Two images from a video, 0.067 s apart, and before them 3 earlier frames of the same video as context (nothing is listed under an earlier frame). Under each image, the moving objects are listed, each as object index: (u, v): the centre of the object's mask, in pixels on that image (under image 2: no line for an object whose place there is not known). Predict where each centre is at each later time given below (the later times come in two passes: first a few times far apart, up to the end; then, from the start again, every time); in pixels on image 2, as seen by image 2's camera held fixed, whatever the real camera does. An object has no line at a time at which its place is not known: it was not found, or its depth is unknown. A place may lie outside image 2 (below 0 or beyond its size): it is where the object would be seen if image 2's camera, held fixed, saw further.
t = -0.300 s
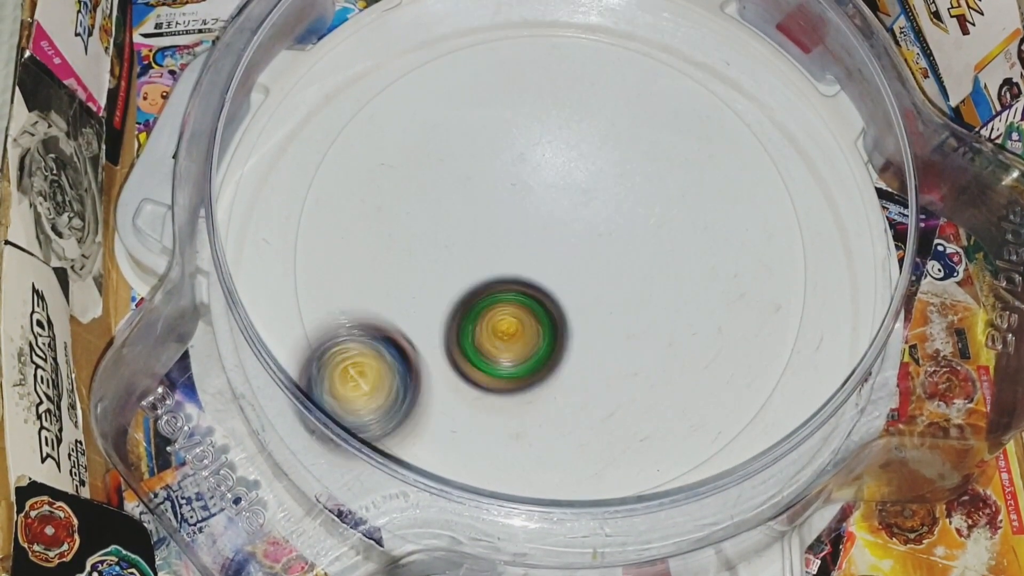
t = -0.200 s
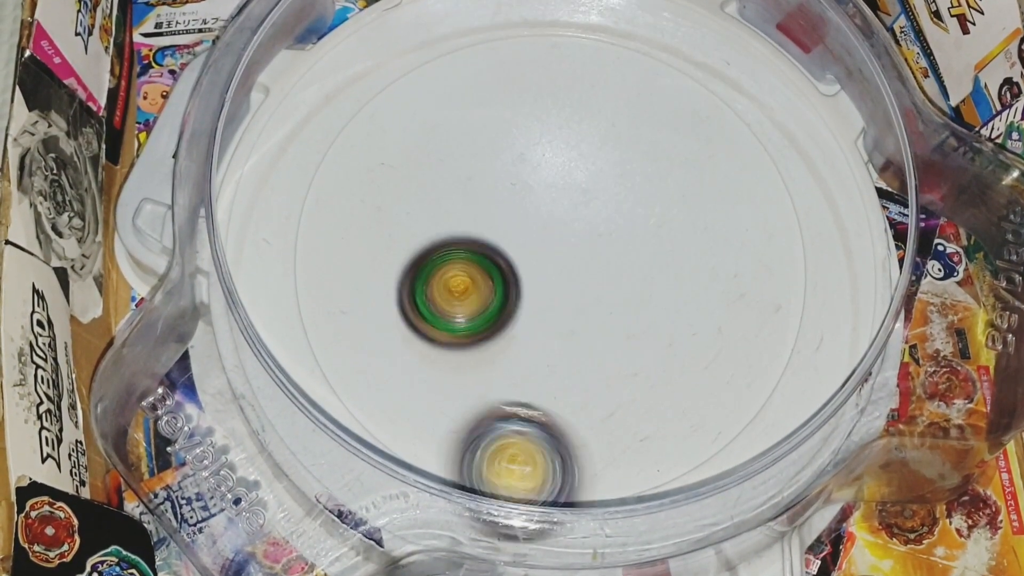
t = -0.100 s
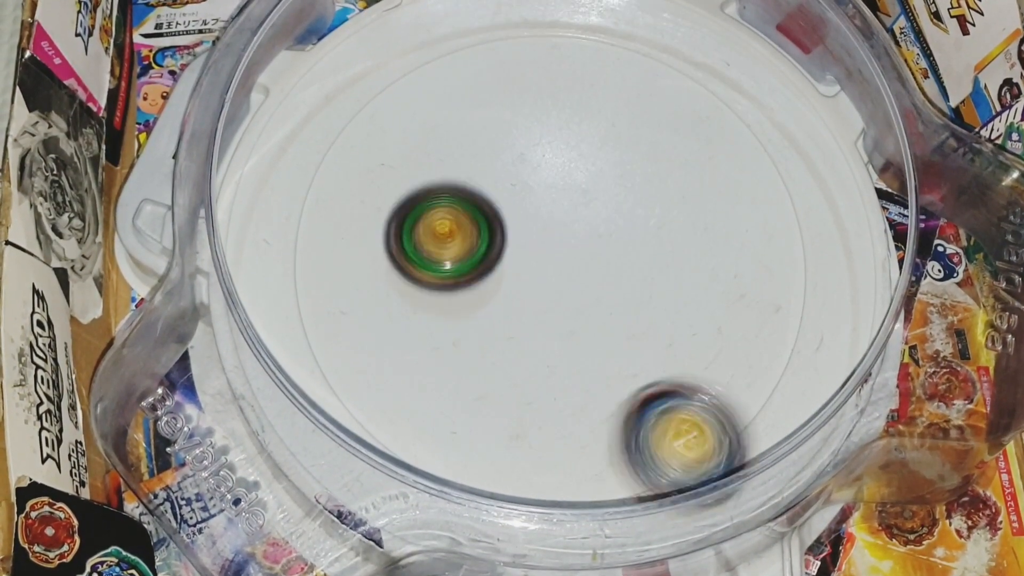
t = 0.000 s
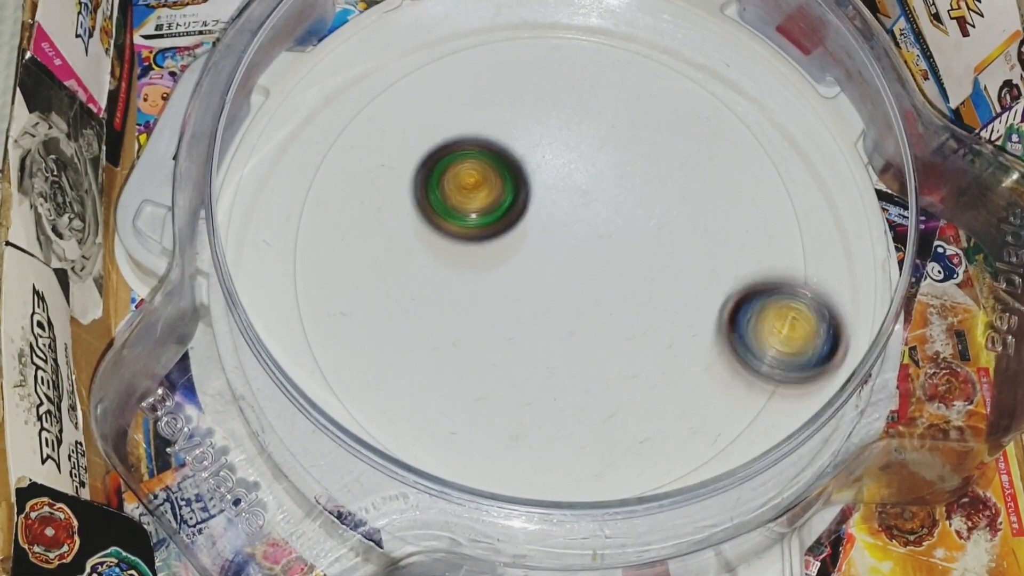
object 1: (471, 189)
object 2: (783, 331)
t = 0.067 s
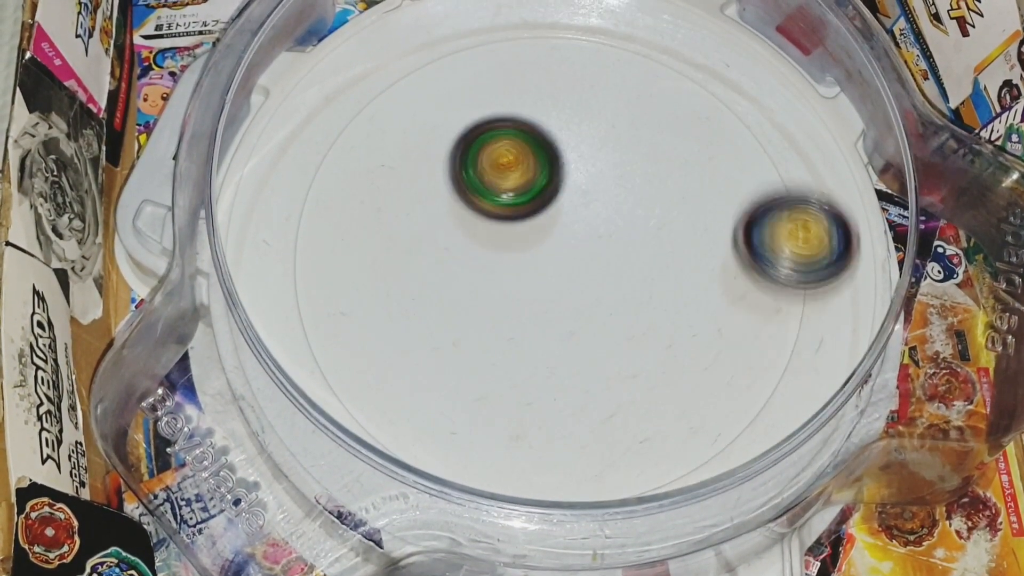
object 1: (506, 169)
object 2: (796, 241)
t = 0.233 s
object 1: (617, 181)
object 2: (661, 55)
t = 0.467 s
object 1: (651, 314)
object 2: (337, 140)
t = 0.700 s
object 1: (490, 337)
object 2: (460, 443)
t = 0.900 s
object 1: (441, 228)
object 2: (750, 384)
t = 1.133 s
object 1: (560, 162)
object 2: (722, 107)
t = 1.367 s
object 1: (655, 259)
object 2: (397, 75)
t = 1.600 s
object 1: (548, 334)
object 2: (369, 384)
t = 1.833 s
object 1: (451, 249)
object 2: (713, 418)
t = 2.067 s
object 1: (528, 187)
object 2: (750, 154)
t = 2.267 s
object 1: (616, 226)
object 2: (512, 60)
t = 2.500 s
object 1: (578, 309)
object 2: (330, 281)
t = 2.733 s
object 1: (494, 282)
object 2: (596, 458)
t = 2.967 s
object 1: (501, 216)
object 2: (778, 268)
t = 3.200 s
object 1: (593, 225)
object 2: (589, 80)
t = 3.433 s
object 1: (576, 300)
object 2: (361, 214)
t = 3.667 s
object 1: (490, 296)
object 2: (496, 440)
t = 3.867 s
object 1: (484, 234)
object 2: (712, 377)
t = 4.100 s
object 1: (560, 218)
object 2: (678, 157)
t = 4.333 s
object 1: (579, 289)
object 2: (449, 140)
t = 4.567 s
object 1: (549, 300)
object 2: (371, 342)
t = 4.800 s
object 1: (670, 252)
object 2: (488, 420)
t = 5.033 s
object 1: (679, 228)
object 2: (612, 386)
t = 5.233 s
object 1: (656, 184)
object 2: (588, 287)
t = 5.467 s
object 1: (621, 192)
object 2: (451, 277)
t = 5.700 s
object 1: (567, 251)
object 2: (465, 349)
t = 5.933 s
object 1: (599, 173)
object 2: (541, 447)
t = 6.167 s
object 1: (609, 165)
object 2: (636, 334)
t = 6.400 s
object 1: (600, 125)
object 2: (558, 248)
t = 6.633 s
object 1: (585, 155)
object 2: (444, 243)
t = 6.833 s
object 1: (555, 192)
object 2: (439, 319)
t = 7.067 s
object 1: (513, 213)
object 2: (530, 327)
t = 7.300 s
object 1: (458, 171)
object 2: (580, 258)
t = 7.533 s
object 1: (445, 138)
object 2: (554, 192)
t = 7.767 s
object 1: (421, 137)
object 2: (559, 207)
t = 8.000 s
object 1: (447, 197)
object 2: (568, 241)
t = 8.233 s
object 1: (457, 259)
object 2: (597, 233)
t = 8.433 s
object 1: (466, 306)
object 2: (586, 216)
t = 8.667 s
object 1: (485, 332)
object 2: (576, 247)
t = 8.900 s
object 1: (471, 350)
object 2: (600, 258)
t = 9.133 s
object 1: (502, 324)
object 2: (604, 249)
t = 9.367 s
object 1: (509, 338)
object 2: (585, 230)
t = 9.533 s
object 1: (521, 374)
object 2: (560, 203)
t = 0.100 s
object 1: (527, 164)
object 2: (787, 196)
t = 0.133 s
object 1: (551, 163)
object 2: (768, 154)
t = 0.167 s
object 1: (573, 165)
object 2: (741, 116)
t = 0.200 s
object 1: (596, 172)
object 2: (706, 82)
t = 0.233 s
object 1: (617, 181)
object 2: (661, 55)
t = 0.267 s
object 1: (635, 195)
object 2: (613, 41)
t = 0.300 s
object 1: (650, 212)
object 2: (561, 36)
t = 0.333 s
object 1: (662, 231)
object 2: (509, 38)
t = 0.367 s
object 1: (669, 252)
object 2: (458, 46)
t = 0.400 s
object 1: (668, 274)
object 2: (412, 66)
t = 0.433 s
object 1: (662, 295)
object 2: (370, 98)
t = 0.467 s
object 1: (651, 314)
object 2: (337, 140)
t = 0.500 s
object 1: (633, 330)
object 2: (315, 185)
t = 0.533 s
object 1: (611, 343)
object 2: (308, 238)
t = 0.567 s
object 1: (587, 351)
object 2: (313, 290)
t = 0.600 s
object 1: (562, 354)
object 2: (332, 339)
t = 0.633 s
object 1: (536, 353)
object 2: (366, 381)
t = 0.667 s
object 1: (512, 347)
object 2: (409, 415)
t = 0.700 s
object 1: (490, 337)
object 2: (460, 443)
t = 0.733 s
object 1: (472, 324)
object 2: (512, 458)
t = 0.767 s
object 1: (457, 307)
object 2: (567, 462)
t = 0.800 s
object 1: (446, 288)
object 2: (621, 456)
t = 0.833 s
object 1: (440, 269)
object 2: (672, 441)
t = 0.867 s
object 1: (438, 249)
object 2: (716, 417)
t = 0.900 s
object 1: (441, 228)
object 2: (750, 384)
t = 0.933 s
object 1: (448, 210)
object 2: (774, 345)
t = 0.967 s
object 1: (459, 194)
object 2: (788, 305)
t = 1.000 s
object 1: (474, 181)
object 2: (792, 262)
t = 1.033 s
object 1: (493, 171)
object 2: (788, 220)
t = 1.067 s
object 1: (514, 164)
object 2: (774, 178)
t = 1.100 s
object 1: (537, 161)
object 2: (752, 140)
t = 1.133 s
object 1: (560, 162)
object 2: (722, 107)
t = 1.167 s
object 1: (583, 167)
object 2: (685, 79)
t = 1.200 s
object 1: (603, 175)
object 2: (640, 57)
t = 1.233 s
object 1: (620, 187)
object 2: (593, 44)
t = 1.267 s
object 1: (635, 202)
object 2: (544, 40)
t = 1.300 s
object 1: (646, 220)
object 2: (495, 42)
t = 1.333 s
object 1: (653, 239)
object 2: (444, 53)
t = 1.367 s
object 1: (655, 259)
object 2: (397, 75)
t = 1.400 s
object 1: (650, 278)
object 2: (359, 112)
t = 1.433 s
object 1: (641, 296)
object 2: (331, 152)
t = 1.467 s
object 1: (627, 312)
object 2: (313, 198)
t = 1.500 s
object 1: (609, 323)
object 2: (308, 248)
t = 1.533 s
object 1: (590, 331)
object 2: (314, 296)
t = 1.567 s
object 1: (569, 334)
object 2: (335, 344)
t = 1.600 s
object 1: (548, 334)
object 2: (369, 384)
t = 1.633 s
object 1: (527, 330)
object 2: (413, 418)
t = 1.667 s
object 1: (508, 321)
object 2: (464, 444)
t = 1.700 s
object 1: (490, 310)
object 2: (518, 459)
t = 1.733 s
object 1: (475, 297)
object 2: (573, 462)
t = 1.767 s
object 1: (463, 282)
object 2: (626, 455)
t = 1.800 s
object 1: (455, 265)
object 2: (673, 441)
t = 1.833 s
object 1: (451, 249)
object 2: (713, 418)
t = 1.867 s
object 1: (451, 233)
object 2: (747, 387)
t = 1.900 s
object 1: (455, 220)
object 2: (770, 352)
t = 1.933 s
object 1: (463, 209)
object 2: (783, 312)
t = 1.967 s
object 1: (475, 200)
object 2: (787, 271)
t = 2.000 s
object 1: (491, 193)
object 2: (783, 229)
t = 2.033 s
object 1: (509, 188)
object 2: (770, 190)
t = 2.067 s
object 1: (528, 187)
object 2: (750, 154)
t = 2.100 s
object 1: (548, 188)
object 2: (721, 122)
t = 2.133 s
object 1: (567, 192)
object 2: (686, 96)
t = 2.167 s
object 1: (584, 197)
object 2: (646, 76)
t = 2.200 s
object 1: (599, 205)
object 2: (602, 63)
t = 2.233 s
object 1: (609, 214)
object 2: (558, 58)
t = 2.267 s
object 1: (616, 226)
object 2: (512, 60)
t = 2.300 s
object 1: (620, 241)
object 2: (469, 71)
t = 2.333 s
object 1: (620, 256)
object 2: (429, 89)
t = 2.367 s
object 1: (616, 270)
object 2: (394, 115)
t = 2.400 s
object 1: (610, 283)
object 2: (363, 150)
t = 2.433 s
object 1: (601, 294)
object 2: (341, 191)
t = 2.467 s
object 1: (590, 303)
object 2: (330, 235)
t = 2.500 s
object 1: (578, 309)
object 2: (330, 281)
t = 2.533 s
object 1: (564, 313)
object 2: (344, 330)
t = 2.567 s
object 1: (550, 313)
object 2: (368, 373)
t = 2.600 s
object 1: (536, 311)
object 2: (406, 410)
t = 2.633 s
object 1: (523, 306)
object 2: (450, 438)
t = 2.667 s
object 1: (511, 299)
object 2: (498, 453)
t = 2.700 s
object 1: (502, 291)
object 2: (547, 460)
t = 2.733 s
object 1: (494, 282)
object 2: (596, 458)
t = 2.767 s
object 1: (488, 271)
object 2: (643, 449)
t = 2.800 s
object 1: (484, 260)
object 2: (684, 433)
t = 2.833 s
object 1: (483, 250)
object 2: (720, 410)
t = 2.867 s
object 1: (484, 241)
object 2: (749, 381)
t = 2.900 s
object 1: (487, 231)
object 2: (767, 346)
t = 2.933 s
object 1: (492, 223)
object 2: (776, 308)
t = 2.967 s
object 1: (501, 216)
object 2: (778, 268)
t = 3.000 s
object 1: (512, 212)
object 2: (771, 228)
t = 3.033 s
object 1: (525, 209)
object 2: (756, 192)
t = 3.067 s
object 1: (539, 208)
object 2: (734, 159)
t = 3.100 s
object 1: (554, 209)
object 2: (706, 131)
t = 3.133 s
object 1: (568, 212)
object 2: (670, 108)
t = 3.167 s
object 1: (582, 217)
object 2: (631, 91)
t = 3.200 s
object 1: (593, 225)
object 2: (589, 80)
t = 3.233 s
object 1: (601, 234)
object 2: (548, 78)
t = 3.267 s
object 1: (605, 245)
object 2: (506, 85)
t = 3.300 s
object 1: (606, 256)
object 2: (468, 97)
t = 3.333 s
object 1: (603, 268)
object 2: (432, 117)
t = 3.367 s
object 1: (596, 279)
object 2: (402, 144)
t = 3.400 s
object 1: (587, 291)
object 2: (378, 177)
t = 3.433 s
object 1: (576, 300)
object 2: (361, 214)
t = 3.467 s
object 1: (563, 308)
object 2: (353, 253)
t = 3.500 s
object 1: (549, 312)
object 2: (355, 294)
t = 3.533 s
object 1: (535, 314)
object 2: (367, 332)
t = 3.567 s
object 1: (522, 313)
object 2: (388, 370)
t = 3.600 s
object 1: (510, 310)
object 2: (419, 402)
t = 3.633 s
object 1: (499, 304)
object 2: (456, 424)
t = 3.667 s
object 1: (490, 296)
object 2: (496, 440)
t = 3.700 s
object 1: (483, 286)
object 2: (536, 449)
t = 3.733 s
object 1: (478, 275)
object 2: (576, 449)
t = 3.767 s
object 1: (476, 264)
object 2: (618, 441)
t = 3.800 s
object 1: (476, 254)
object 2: (656, 426)
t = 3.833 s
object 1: (479, 244)
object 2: (688, 403)
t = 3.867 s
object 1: (484, 234)
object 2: (712, 377)
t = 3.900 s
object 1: (491, 225)
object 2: (730, 345)
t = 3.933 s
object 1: (501, 218)
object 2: (740, 312)
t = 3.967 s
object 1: (512, 213)
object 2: (743, 278)
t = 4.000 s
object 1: (524, 210)
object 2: (737, 242)
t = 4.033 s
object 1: (537, 210)
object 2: (724, 211)
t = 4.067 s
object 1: (549, 212)
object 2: (704, 182)
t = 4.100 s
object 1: (560, 218)
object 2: (678, 157)
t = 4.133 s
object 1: (570, 226)
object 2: (649, 137)
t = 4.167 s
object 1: (578, 235)
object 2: (616, 124)
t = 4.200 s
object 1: (584, 245)
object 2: (581, 116)
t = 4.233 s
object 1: (586, 257)
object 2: (546, 113)
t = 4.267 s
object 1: (586, 268)
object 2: (511, 117)
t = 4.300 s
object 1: (583, 279)
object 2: (479, 125)
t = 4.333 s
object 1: (579, 289)
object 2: (449, 140)
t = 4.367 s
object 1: (572, 298)
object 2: (424, 160)
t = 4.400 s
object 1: (564, 305)
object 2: (402, 185)
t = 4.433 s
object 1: (555, 310)
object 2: (387, 214)
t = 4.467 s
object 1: (544, 313)
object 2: (381, 246)
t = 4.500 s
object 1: (534, 312)
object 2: (381, 279)
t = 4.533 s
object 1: (523, 309)
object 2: (391, 312)
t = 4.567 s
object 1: (549, 300)
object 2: (371, 342)
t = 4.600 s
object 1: (582, 289)
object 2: (353, 369)
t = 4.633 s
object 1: (610, 277)
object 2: (364, 379)
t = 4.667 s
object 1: (633, 267)
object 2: (381, 391)
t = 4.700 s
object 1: (649, 257)
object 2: (404, 400)
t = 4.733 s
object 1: (661, 252)
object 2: (430, 410)
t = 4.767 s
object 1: (667, 250)
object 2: (459, 417)
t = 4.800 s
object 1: (670, 252)
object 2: (488, 420)
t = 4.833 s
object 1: (670, 256)
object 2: (518, 420)
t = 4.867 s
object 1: (670, 261)
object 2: (545, 416)
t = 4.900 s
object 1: (668, 267)
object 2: (571, 406)
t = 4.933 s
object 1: (666, 272)
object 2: (594, 394)
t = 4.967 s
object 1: (665, 273)
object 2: (610, 384)
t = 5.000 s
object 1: (674, 248)
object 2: (612, 388)
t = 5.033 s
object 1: (679, 228)
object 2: (612, 386)
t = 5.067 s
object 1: (682, 210)
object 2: (612, 377)
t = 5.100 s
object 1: (680, 198)
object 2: (611, 362)
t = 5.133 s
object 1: (677, 189)
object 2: (608, 344)
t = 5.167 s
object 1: (671, 184)
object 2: (604, 325)
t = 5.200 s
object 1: (664, 183)
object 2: (598, 306)
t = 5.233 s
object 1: (656, 184)
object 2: (588, 287)
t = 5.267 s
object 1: (649, 183)
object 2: (571, 275)
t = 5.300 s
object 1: (647, 177)
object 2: (548, 272)
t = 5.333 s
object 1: (644, 175)
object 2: (526, 270)
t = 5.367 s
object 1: (640, 176)
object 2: (503, 269)
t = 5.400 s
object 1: (634, 179)
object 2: (483, 270)
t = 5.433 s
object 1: (628, 185)
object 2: (465, 273)
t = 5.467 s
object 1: (621, 192)
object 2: (451, 277)
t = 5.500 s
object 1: (612, 200)
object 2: (441, 283)
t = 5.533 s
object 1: (604, 209)
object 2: (435, 292)
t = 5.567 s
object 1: (596, 218)
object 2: (433, 302)
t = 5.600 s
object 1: (588, 227)
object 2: (436, 314)
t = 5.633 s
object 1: (581, 236)
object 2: (442, 326)
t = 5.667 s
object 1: (574, 245)
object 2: (451, 338)
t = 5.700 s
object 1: (567, 251)
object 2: (465, 349)
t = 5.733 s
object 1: (561, 257)
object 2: (479, 357)
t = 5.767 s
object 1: (556, 261)
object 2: (494, 365)
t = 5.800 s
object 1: (569, 237)
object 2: (494, 400)
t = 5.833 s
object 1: (580, 215)
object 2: (497, 426)
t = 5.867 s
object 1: (588, 196)
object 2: (507, 440)
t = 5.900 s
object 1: (595, 182)
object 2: (521, 446)
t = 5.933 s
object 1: (599, 173)
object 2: (541, 447)
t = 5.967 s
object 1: (601, 168)
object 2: (562, 443)
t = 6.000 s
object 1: (604, 166)
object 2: (582, 433)
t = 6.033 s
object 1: (606, 165)
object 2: (601, 418)
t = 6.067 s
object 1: (607, 165)
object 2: (617, 400)
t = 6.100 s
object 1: (608, 165)
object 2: (628, 380)
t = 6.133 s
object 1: (609, 165)
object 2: (634, 357)
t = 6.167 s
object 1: (609, 165)
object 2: (636, 334)
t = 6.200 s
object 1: (610, 165)
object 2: (633, 310)
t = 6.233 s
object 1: (610, 166)
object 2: (626, 288)
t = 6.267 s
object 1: (608, 159)
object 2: (616, 276)
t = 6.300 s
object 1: (605, 143)
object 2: (605, 272)
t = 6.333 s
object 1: (602, 133)
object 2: (591, 265)
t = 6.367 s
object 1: (601, 127)
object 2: (574, 257)
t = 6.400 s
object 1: (600, 125)
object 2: (558, 248)
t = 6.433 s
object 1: (599, 126)
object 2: (541, 241)
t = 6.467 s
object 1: (599, 128)
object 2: (523, 236)
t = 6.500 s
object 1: (597, 132)
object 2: (505, 233)
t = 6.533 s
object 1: (595, 137)
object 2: (489, 232)
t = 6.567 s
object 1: (592, 143)
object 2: (473, 233)
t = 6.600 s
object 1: (589, 149)
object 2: (458, 237)
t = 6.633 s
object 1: (585, 155)
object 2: (444, 243)
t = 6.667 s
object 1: (581, 162)
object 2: (434, 253)
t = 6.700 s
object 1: (576, 168)
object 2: (428, 263)
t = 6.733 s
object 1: (572, 175)
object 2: (424, 276)
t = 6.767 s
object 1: (567, 180)
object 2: (426, 291)
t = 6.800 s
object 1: (561, 186)
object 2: (431, 305)
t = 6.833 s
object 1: (555, 192)
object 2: (439, 319)
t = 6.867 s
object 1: (549, 197)
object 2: (449, 331)
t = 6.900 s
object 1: (543, 201)
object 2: (461, 340)
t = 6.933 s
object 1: (537, 205)
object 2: (475, 345)
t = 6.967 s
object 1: (531, 208)
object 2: (488, 346)
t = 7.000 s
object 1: (525, 210)
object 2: (503, 343)
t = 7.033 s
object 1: (519, 212)
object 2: (518, 336)
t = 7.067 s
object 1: (513, 213)
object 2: (530, 327)
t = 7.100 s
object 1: (505, 208)
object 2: (542, 321)
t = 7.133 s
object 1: (498, 201)
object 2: (553, 313)
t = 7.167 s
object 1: (491, 196)
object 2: (561, 302)
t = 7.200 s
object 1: (486, 192)
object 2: (567, 289)
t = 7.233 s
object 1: (480, 188)
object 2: (569, 275)
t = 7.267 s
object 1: (474, 184)
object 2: (571, 263)
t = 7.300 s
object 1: (458, 171)
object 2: (580, 258)
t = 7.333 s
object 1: (446, 161)
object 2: (586, 250)
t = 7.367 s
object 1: (440, 153)
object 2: (587, 240)
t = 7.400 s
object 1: (437, 147)
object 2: (585, 230)
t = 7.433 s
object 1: (436, 143)
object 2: (581, 219)
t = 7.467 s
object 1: (438, 139)
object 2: (573, 209)
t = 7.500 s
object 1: (441, 138)
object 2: (563, 199)
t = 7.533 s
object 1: (445, 138)
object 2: (554, 192)
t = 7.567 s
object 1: (441, 135)
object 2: (551, 190)
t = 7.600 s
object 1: (438, 133)
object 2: (548, 189)
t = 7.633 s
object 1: (433, 131)
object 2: (550, 191)
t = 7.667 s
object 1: (425, 128)
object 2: (556, 197)
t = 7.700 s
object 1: (421, 129)
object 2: (558, 201)
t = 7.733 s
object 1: (421, 132)
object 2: (559, 204)
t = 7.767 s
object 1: (421, 137)
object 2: (559, 207)
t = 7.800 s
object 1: (424, 144)
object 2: (558, 211)
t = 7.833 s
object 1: (428, 152)
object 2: (557, 216)
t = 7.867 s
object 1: (433, 162)
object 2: (555, 220)
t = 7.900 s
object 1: (440, 172)
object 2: (553, 226)
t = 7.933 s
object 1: (444, 181)
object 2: (556, 232)
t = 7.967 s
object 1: (446, 190)
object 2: (561, 237)
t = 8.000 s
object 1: (447, 197)
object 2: (568, 241)
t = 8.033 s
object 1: (448, 205)
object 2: (575, 244)
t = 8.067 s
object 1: (449, 214)
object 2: (580, 245)
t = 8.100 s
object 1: (451, 222)
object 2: (585, 245)
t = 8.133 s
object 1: (453, 231)
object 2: (590, 243)
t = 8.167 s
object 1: (454, 240)
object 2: (593, 240)
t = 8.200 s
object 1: (456, 250)
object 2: (596, 237)
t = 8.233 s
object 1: (457, 259)
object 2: (597, 233)
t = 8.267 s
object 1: (458, 268)
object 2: (597, 229)
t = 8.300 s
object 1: (459, 277)
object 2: (597, 225)
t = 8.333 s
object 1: (460, 286)
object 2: (595, 222)
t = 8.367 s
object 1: (462, 293)
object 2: (592, 220)
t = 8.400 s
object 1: (464, 300)
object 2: (589, 218)
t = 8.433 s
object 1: (466, 306)
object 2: (586, 216)
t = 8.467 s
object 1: (468, 312)
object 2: (584, 215)
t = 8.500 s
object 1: (471, 317)
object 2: (582, 215)
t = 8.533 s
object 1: (474, 321)
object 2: (581, 218)
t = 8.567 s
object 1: (477, 325)
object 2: (579, 224)
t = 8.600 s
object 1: (480, 328)
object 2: (578, 231)
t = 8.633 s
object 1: (482, 331)
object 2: (576, 238)
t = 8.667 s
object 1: (485, 332)
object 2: (576, 247)
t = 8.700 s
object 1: (485, 336)
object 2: (577, 254)
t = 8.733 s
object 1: (481, 342)
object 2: (583, 257)
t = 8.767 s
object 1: (477, 346)
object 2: (588, 260)
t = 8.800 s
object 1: (474, 350)
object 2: (591, 262)
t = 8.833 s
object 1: (470, 352)
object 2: (596, 262)
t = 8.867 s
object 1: (470, 352)
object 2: (598, 260)
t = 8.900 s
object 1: (471, 350)
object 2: (600, 258)
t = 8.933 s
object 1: (473, 348)
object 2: (602, 255)
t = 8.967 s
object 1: (476, 345)
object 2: (604, 253)
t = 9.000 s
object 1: (479, 341)
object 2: (606, 251)
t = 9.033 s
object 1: (484, 337)
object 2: (608, 249)
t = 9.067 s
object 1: (489, 333)
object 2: (608, 248)
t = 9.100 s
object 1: (495, 328)
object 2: (606, 248)
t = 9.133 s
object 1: (502, 324)
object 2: (604, 249)
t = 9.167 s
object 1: (503, 323)
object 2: (604, 248)
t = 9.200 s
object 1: (500, 327)
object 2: (609, 242)
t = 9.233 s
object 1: (498, 330)
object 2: (610, 238)
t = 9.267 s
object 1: (499, 333)
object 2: (607, 234)
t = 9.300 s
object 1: (502, 335)
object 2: (602, 232)
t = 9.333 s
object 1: (505, 336)
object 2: (594, 230)
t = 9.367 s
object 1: (509, 338)
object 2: (585, 230)
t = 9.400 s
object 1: (515, 338)
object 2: (575, 230)
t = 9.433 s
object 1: (521, 338)
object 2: (567, 231)
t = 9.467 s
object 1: (521, 350)
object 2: (564, 223)
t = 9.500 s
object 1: (521, 365)
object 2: (563, 211)
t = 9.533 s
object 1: (521, 374)
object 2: (560, 203)
